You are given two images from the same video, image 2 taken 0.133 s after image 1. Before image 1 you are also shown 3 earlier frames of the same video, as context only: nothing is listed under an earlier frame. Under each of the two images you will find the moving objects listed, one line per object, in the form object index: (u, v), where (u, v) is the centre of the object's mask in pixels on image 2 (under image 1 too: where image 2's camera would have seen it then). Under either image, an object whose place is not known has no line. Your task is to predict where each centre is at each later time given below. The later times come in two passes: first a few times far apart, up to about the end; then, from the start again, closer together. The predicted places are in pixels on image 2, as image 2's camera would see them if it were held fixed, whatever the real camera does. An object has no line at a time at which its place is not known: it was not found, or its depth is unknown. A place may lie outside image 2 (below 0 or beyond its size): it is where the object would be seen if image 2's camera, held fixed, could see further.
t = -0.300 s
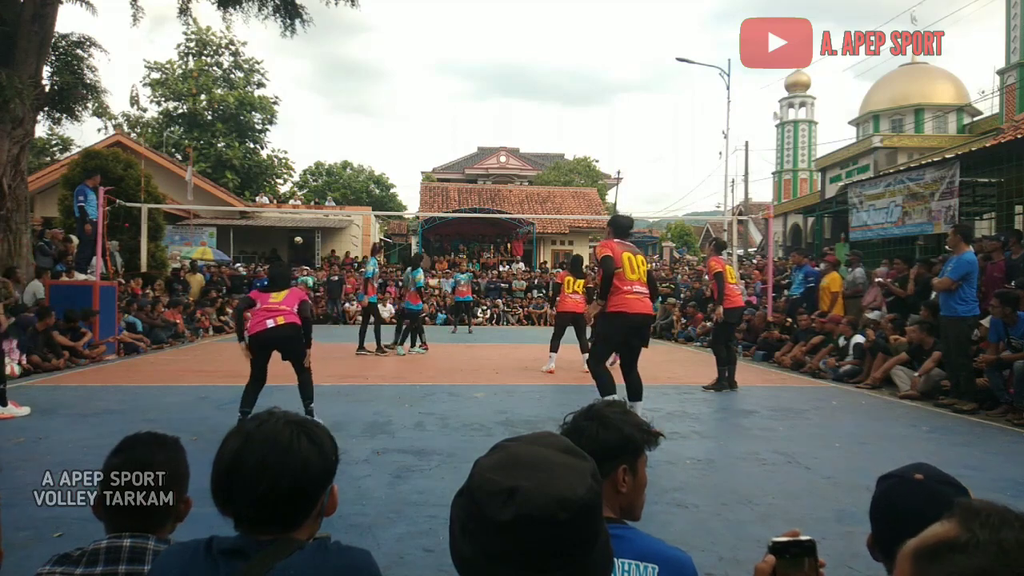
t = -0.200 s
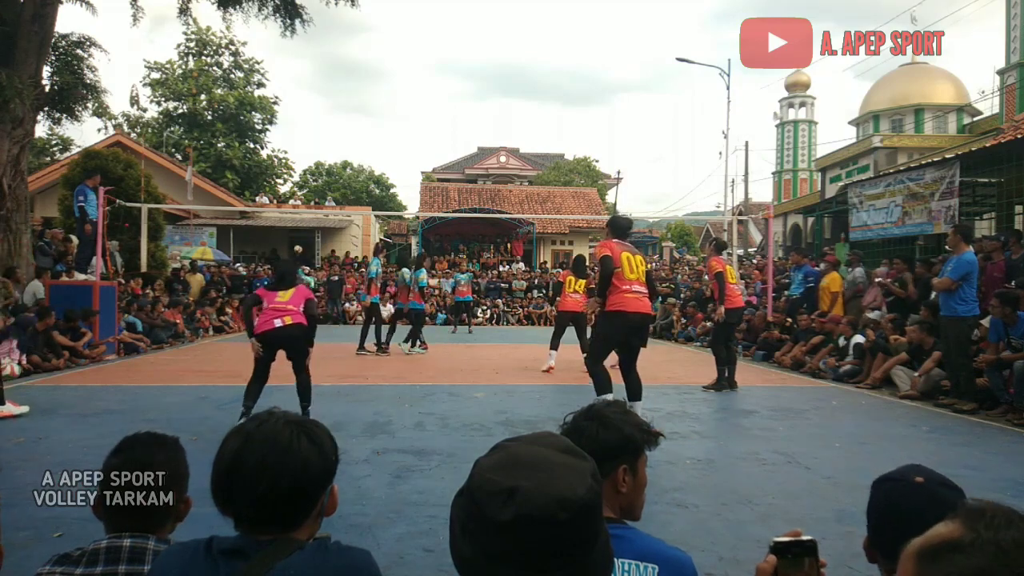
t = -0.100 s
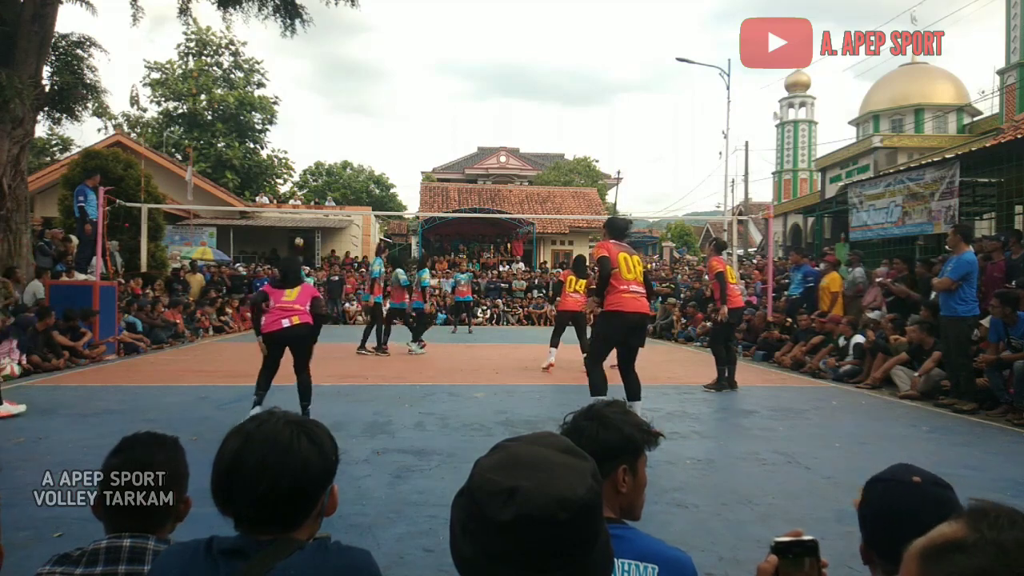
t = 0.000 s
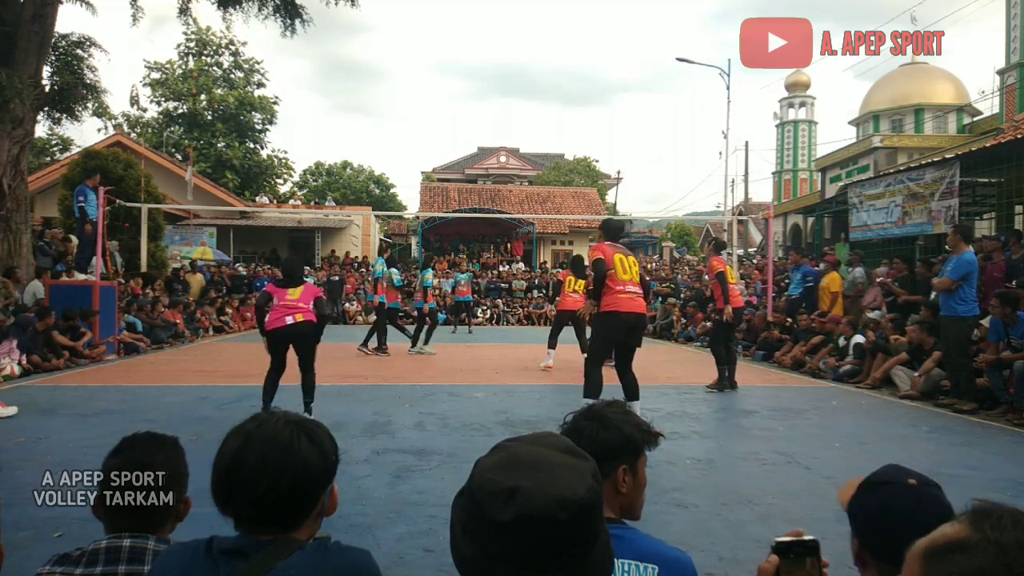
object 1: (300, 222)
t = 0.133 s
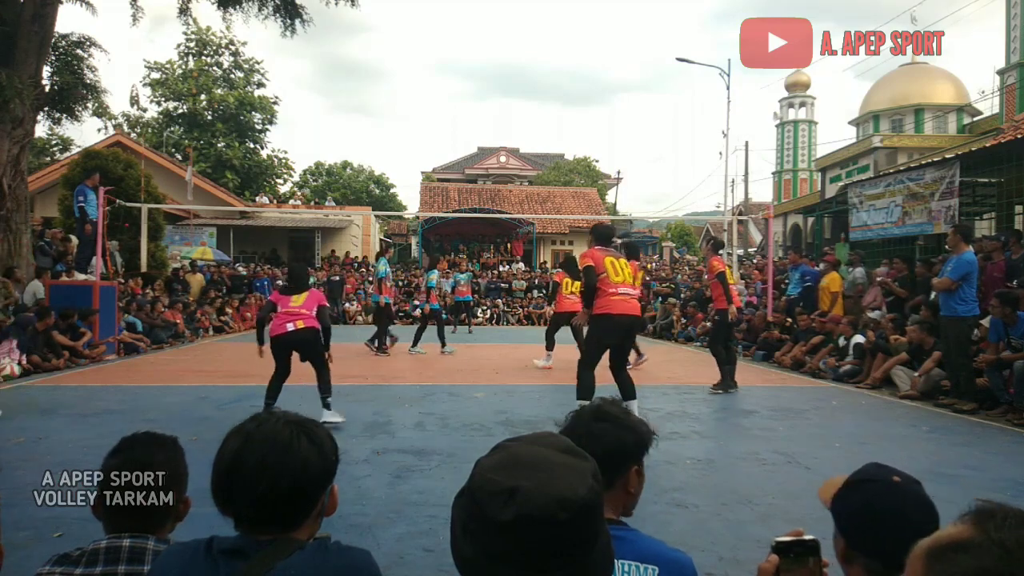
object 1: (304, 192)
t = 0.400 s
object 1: (319, 151)
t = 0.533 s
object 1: (329, 137)
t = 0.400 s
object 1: (319, 151)
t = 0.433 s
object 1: (321, 147)
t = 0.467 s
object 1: (323, 143)
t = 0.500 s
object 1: (326, 140)
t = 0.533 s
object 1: (329, 137)
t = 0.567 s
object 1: (332, 135)
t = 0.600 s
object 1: (335, 133)
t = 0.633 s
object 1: (338, 133)
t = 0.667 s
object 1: (341, 133)
